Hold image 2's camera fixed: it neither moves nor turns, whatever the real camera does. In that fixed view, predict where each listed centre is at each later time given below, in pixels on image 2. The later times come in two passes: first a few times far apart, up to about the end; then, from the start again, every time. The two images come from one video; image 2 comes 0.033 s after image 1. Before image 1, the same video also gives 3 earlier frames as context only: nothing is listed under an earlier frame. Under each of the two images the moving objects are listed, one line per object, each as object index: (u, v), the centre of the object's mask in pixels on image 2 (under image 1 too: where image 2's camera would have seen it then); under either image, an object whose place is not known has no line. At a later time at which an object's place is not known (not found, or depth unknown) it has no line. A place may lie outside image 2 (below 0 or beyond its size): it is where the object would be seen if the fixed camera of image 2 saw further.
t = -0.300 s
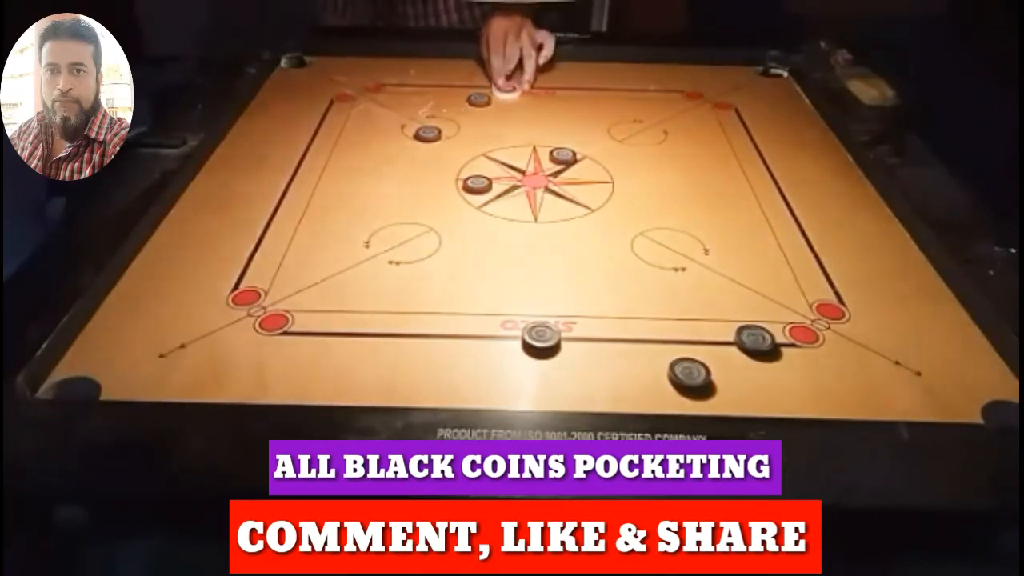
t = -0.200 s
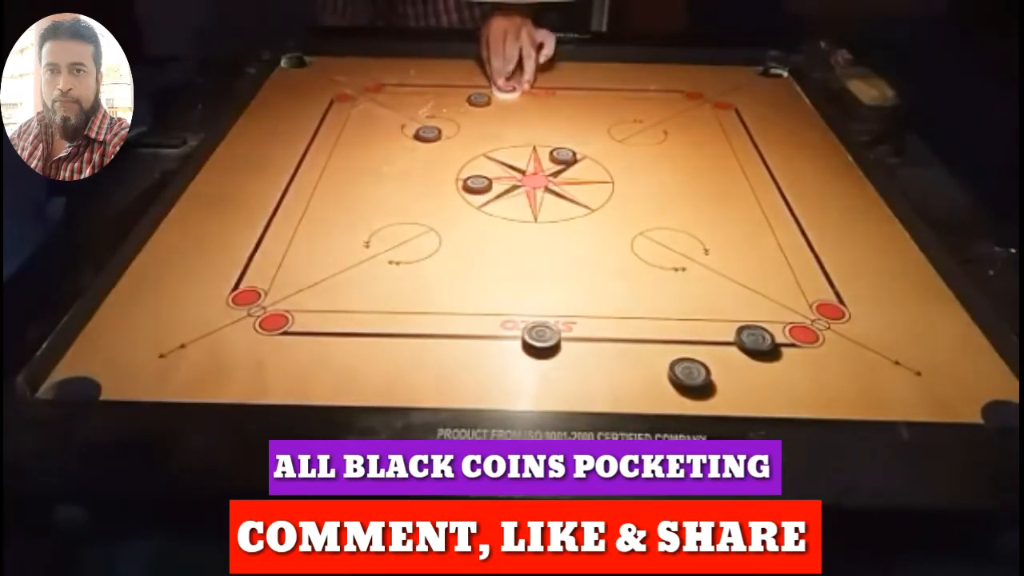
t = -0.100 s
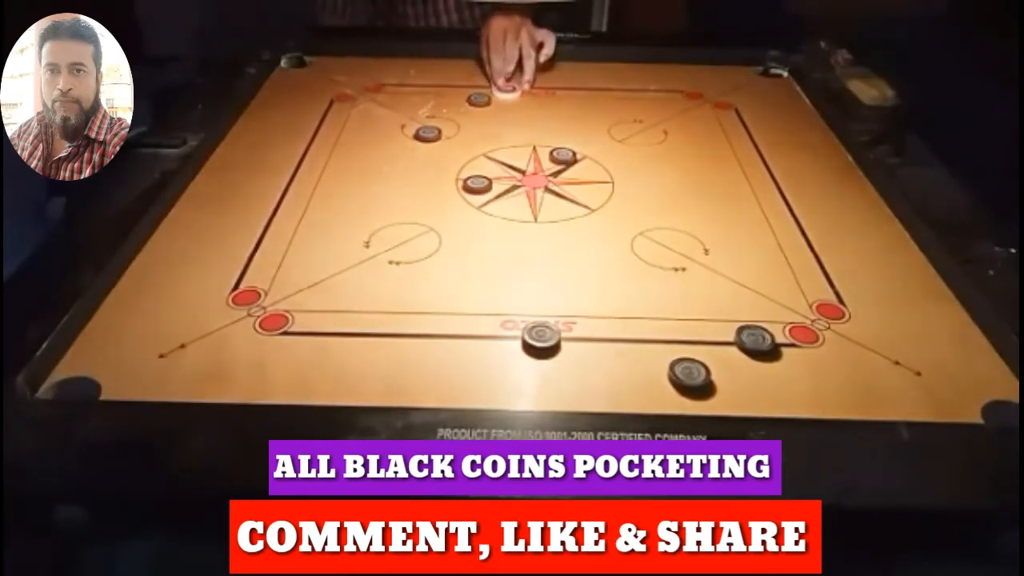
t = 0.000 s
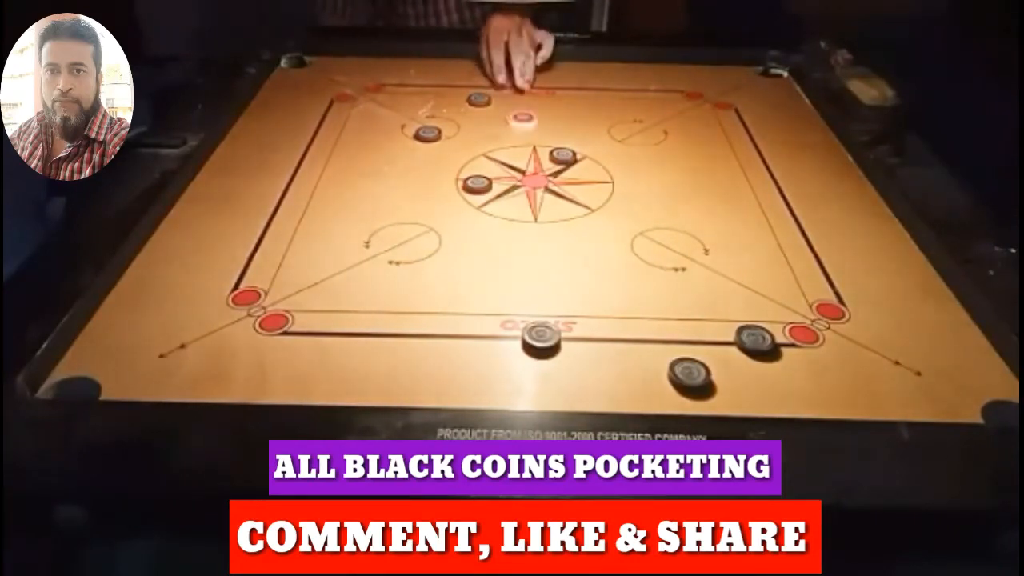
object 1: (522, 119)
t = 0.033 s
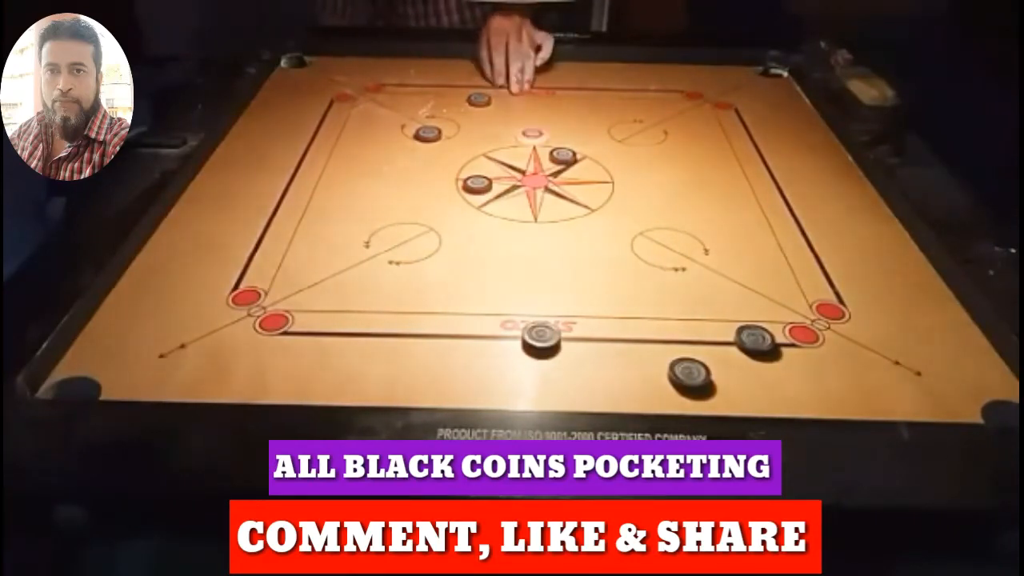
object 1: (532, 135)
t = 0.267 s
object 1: (532, 215)
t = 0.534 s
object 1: (526, 280)
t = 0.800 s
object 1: (525, 298)
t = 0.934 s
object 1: (525, 298)
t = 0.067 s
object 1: (539, 150)
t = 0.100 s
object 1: (537, 162)
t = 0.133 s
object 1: (535, 172)
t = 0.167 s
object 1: (535, 182)
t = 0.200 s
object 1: (534, 193)
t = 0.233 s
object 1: (532, 204)
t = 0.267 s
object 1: (532, 215)
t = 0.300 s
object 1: (531, 225)
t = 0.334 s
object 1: (530, 235)
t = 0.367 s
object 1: (529, 245)
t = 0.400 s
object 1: (528, 252)
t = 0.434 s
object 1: (528, 260)
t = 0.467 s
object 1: (527, 267)
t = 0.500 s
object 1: (527, 274)
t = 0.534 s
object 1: (526, 280)
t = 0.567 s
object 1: (526, 286)
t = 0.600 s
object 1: (526, 290)
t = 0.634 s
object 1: (526, 294)
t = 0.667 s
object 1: (526, 297)
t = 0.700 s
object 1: (525, 298)
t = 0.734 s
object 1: (525, 298)
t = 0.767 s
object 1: (525, 298)
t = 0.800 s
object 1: (525, 298)
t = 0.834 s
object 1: (525, 298)
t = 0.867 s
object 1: (525, 298)
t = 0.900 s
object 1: (525, 298)
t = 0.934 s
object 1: (525, 298)
